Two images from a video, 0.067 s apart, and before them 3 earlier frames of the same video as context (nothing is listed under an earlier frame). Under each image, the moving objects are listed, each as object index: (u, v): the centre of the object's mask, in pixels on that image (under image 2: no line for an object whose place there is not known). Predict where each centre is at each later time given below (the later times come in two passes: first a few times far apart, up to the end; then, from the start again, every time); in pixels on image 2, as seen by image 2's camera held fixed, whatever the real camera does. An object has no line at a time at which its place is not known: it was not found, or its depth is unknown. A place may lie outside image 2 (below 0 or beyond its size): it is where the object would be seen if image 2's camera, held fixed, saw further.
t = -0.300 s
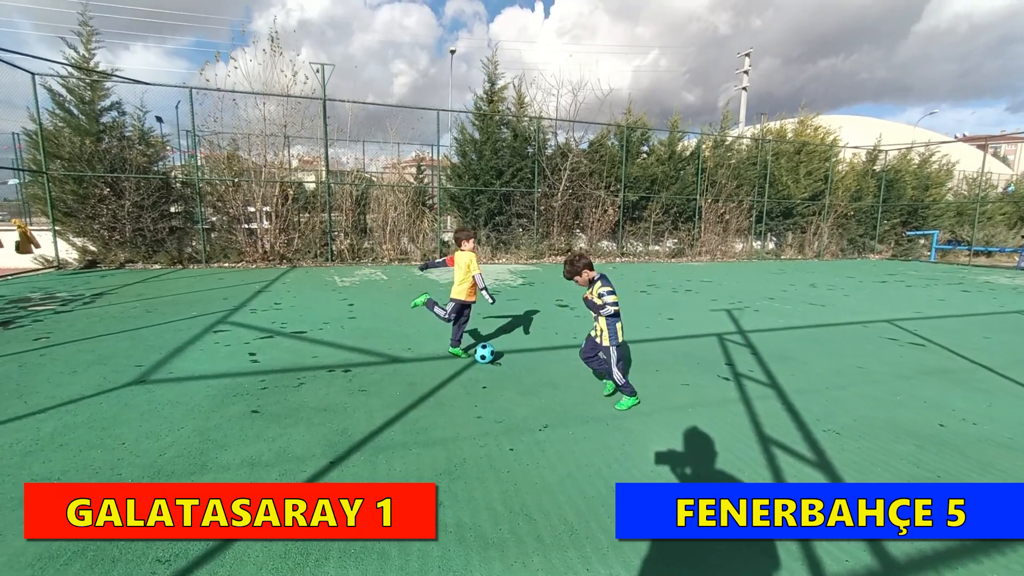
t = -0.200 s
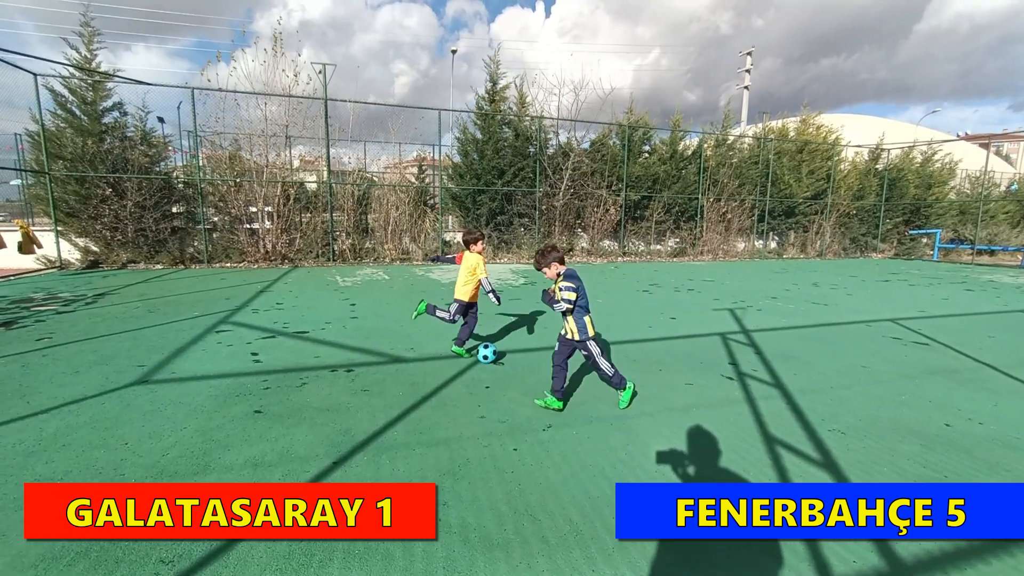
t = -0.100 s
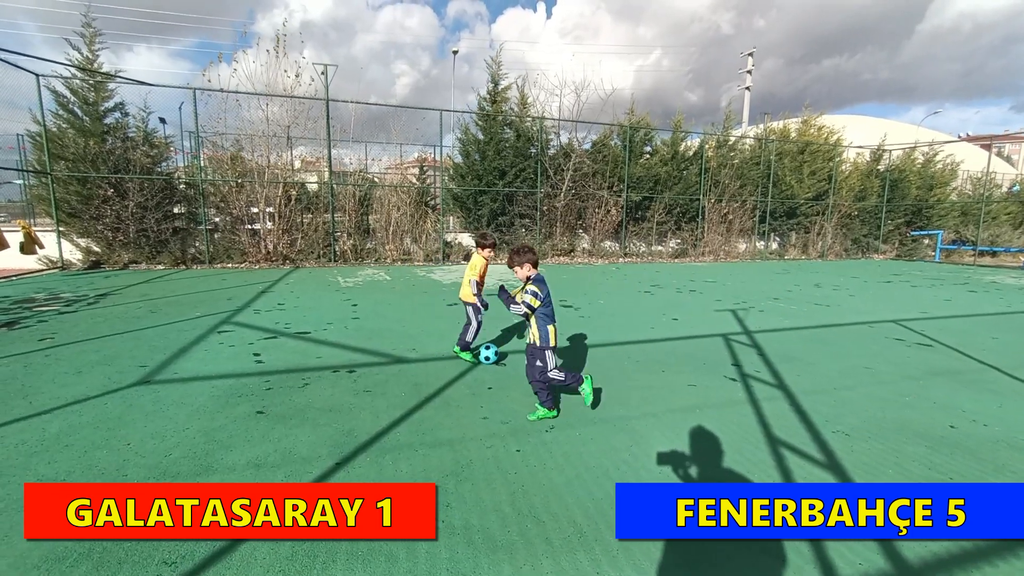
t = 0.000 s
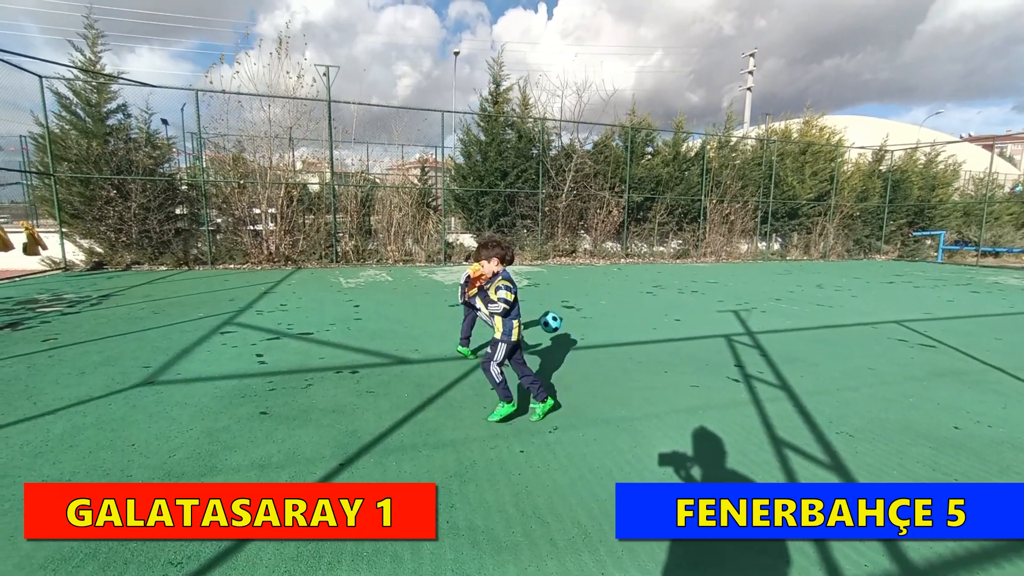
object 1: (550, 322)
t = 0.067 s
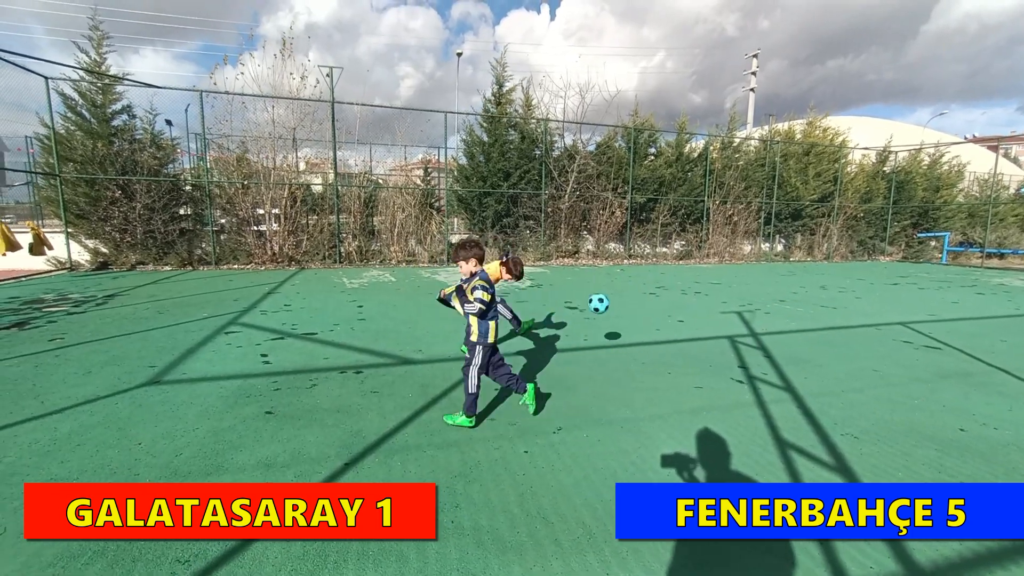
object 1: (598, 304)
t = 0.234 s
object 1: (707, 275)
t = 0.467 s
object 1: (847, 284)
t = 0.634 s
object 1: (931, 324)
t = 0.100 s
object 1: (620, 295)
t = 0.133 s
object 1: (642, 288)
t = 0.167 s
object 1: (664, 282)
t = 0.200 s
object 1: (686, 278)
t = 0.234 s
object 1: (707, 275)
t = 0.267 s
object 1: (728, 272)
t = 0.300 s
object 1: (749, 271)
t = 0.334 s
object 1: (769, 272)
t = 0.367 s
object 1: (789, 273)
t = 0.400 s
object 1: (809, 276)
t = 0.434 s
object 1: (828, 280)
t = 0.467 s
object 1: (847, 284)
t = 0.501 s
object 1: (865, 290)
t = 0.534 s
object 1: (883, 298)
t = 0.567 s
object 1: (900, 306)
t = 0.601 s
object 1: (918, 315)
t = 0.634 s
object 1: (931, 324)
